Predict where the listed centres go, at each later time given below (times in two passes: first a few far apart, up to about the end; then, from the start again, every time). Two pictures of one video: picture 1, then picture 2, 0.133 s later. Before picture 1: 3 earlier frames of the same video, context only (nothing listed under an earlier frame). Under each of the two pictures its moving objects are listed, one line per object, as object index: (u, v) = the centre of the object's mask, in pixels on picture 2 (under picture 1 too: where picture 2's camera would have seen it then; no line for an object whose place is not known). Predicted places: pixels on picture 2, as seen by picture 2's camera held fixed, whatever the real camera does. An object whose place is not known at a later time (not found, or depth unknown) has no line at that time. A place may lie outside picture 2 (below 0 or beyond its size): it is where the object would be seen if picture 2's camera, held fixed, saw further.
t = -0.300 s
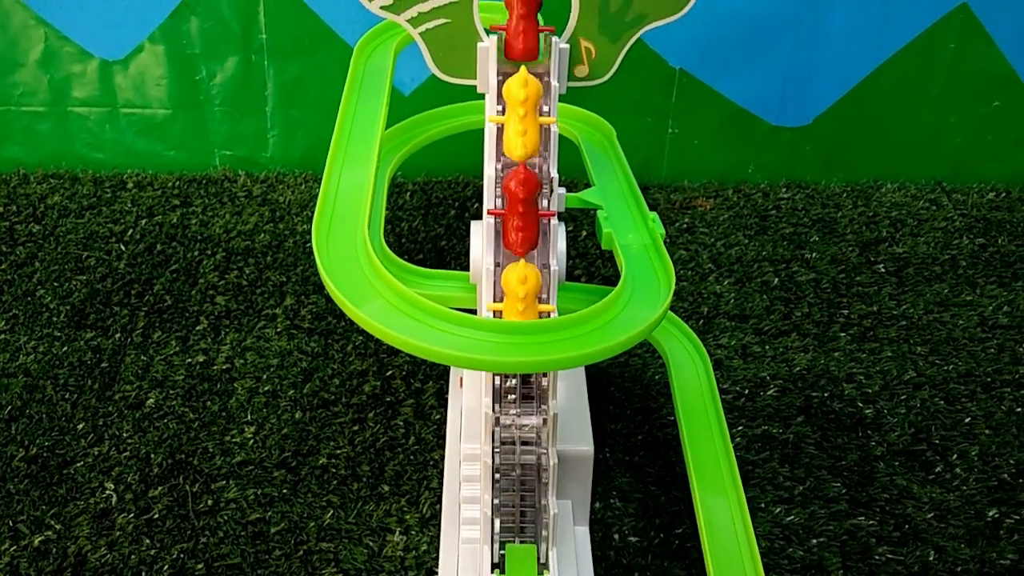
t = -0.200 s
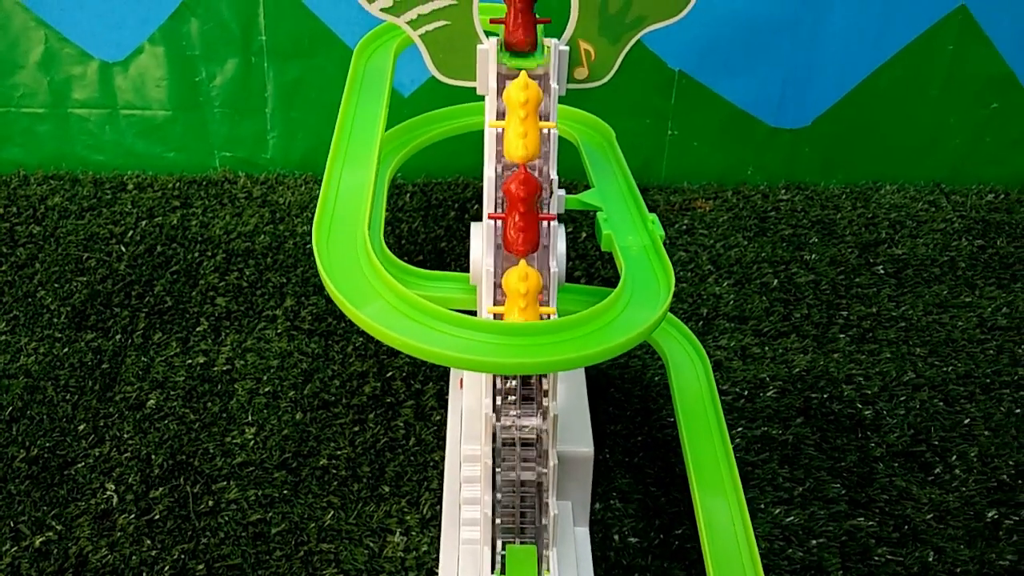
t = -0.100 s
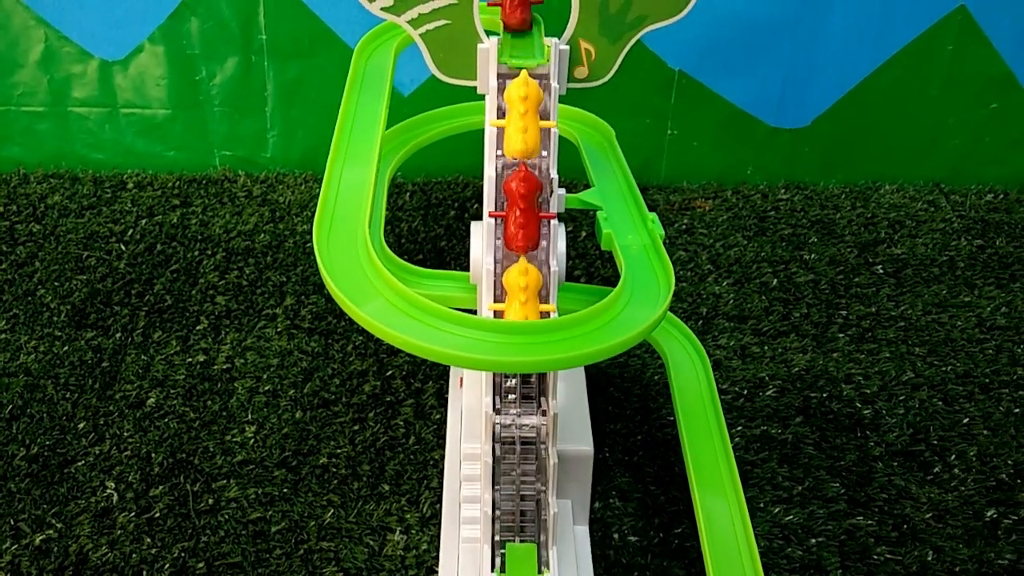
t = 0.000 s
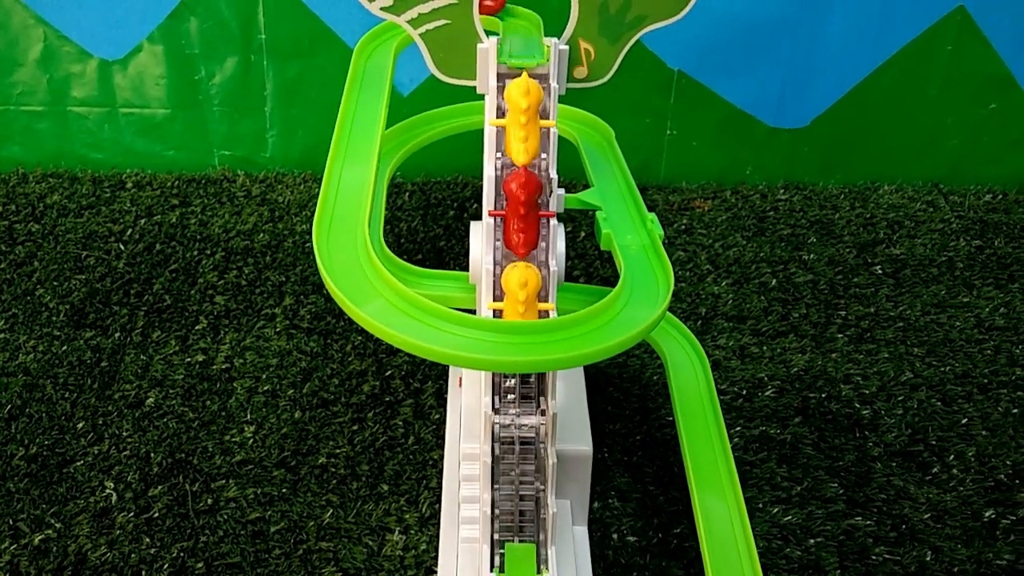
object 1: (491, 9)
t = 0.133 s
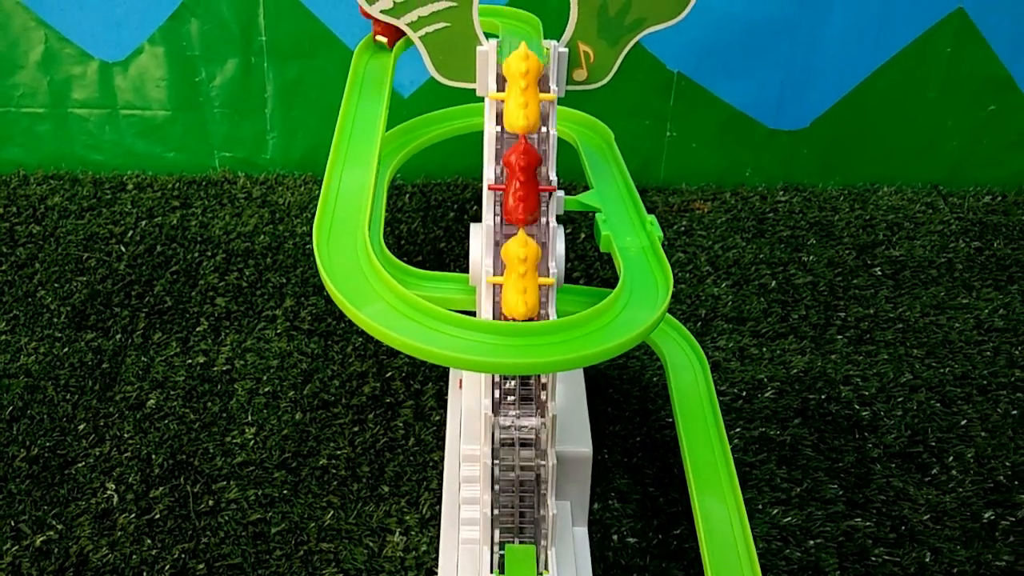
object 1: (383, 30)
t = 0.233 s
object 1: (366, 42)
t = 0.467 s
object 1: (352, 116)
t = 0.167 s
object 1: (376, 32)
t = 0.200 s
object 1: (370, 37)
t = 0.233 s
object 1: (366, 42)
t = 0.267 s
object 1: (365, 52)
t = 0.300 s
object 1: (362, 60)
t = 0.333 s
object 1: (361, 70)
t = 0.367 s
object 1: (359, 81)
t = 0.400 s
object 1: (356, 92)
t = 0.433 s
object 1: (354, 104)
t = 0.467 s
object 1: (352, 116)
